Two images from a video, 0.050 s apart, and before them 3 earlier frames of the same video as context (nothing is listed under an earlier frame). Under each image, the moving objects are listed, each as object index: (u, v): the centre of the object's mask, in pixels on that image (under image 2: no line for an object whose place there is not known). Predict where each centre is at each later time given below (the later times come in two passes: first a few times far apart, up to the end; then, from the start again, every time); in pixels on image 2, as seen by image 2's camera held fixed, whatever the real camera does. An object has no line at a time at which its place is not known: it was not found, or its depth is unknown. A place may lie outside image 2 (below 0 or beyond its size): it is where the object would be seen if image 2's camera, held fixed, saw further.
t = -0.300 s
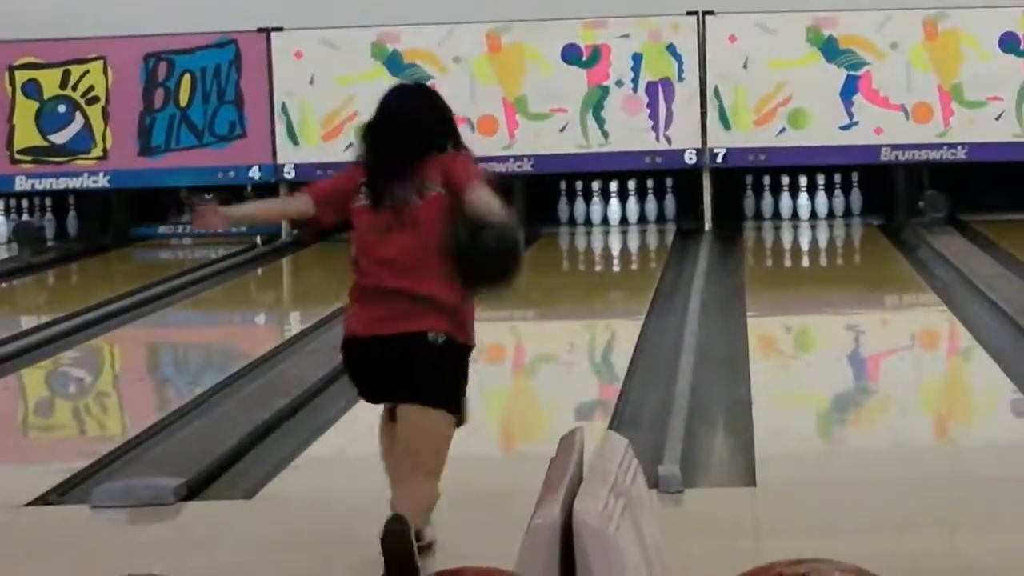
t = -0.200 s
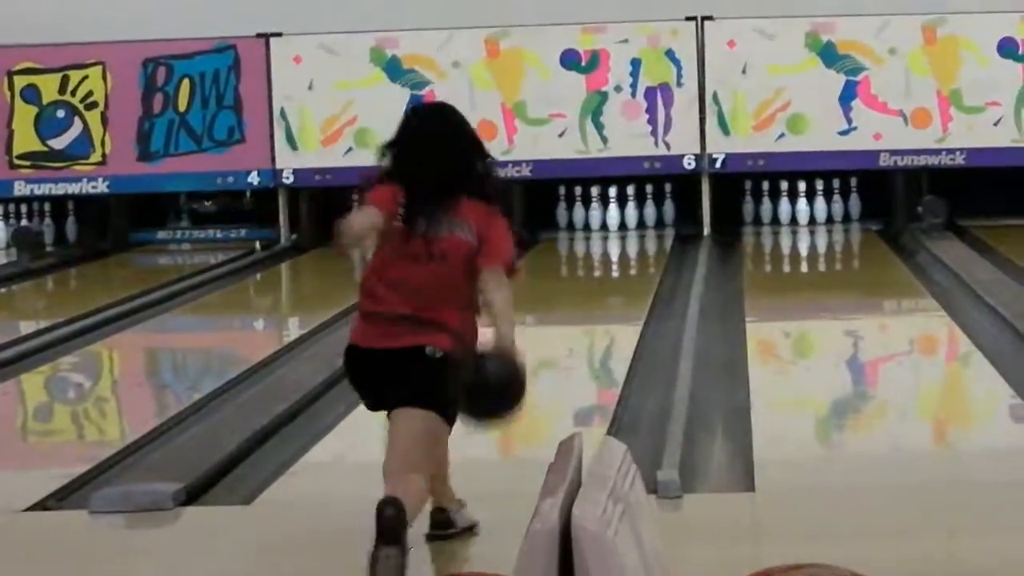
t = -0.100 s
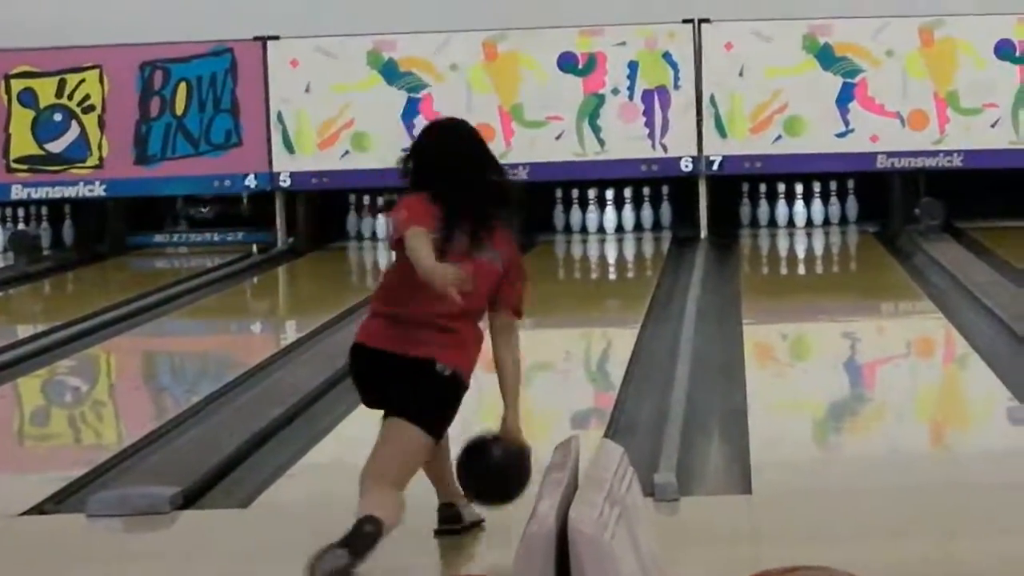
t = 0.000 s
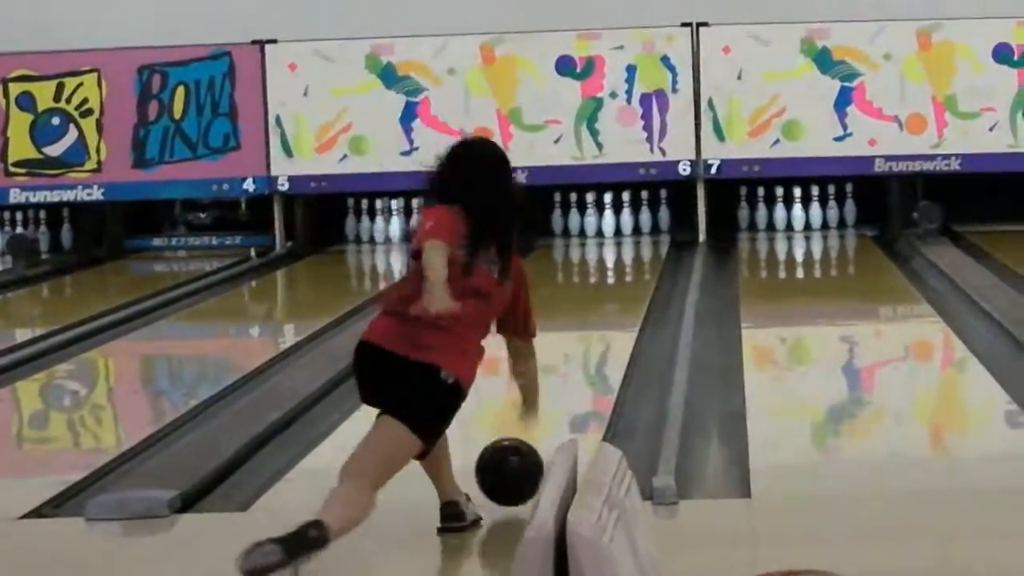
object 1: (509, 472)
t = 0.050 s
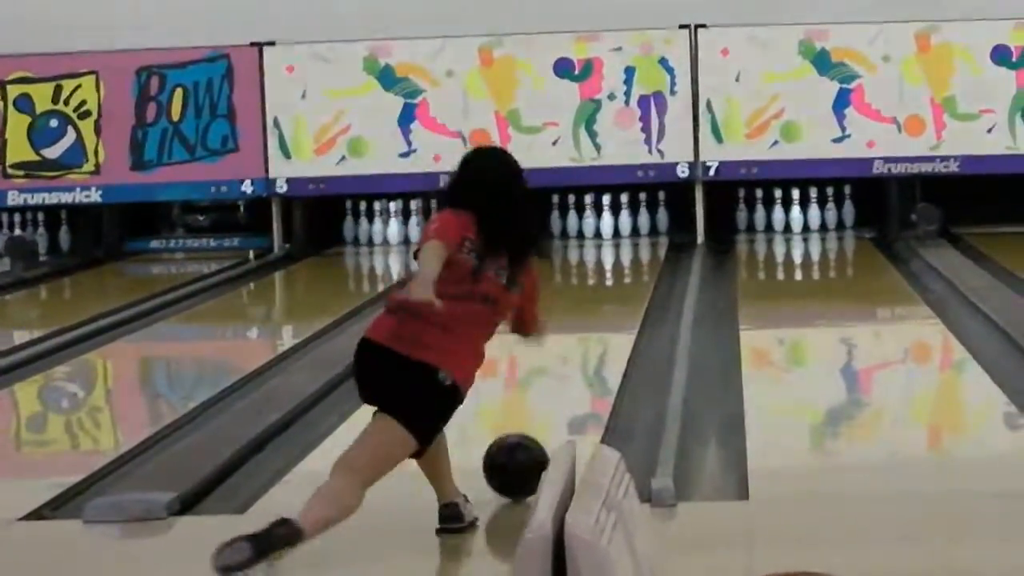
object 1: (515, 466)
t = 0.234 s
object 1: (540, 425)
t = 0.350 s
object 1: (553, 404)
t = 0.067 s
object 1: (517, 462)
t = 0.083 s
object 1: (519, 458)
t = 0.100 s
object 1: (522, 454)
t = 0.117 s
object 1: (524, 450)
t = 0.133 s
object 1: (526, 446)
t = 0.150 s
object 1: (528, 442)
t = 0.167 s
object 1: (531, 439)
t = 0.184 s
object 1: (533, 435)
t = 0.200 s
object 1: (536, 432)
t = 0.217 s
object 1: (538, 428)
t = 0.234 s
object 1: (540, 425)
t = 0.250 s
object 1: (542, 422)
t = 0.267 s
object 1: (544, 419)
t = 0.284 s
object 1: (546, 416)
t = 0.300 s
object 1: (548, 413)
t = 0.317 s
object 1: (549, 410)
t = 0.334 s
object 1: (551, 407)
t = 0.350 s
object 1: (553, 404)
